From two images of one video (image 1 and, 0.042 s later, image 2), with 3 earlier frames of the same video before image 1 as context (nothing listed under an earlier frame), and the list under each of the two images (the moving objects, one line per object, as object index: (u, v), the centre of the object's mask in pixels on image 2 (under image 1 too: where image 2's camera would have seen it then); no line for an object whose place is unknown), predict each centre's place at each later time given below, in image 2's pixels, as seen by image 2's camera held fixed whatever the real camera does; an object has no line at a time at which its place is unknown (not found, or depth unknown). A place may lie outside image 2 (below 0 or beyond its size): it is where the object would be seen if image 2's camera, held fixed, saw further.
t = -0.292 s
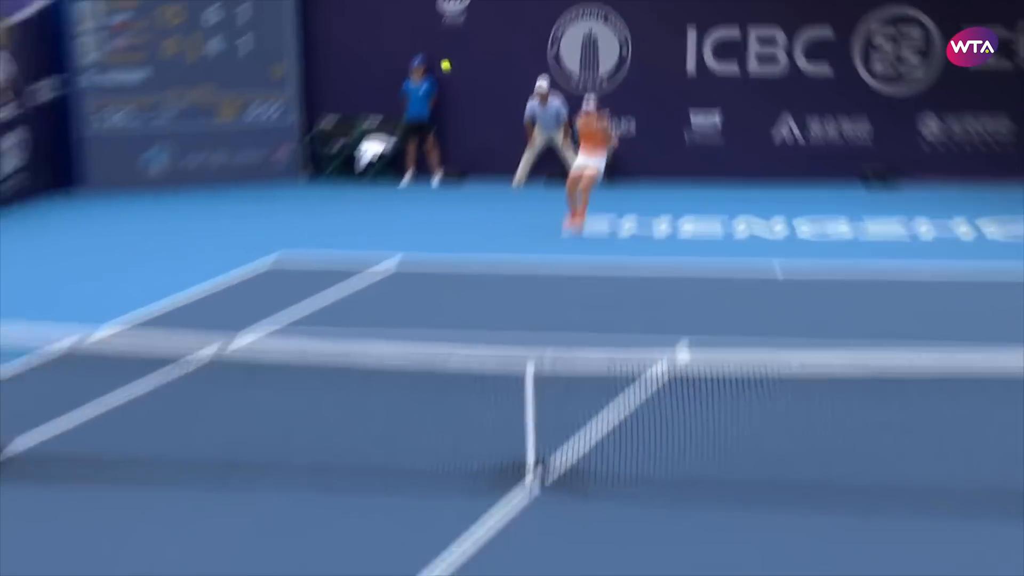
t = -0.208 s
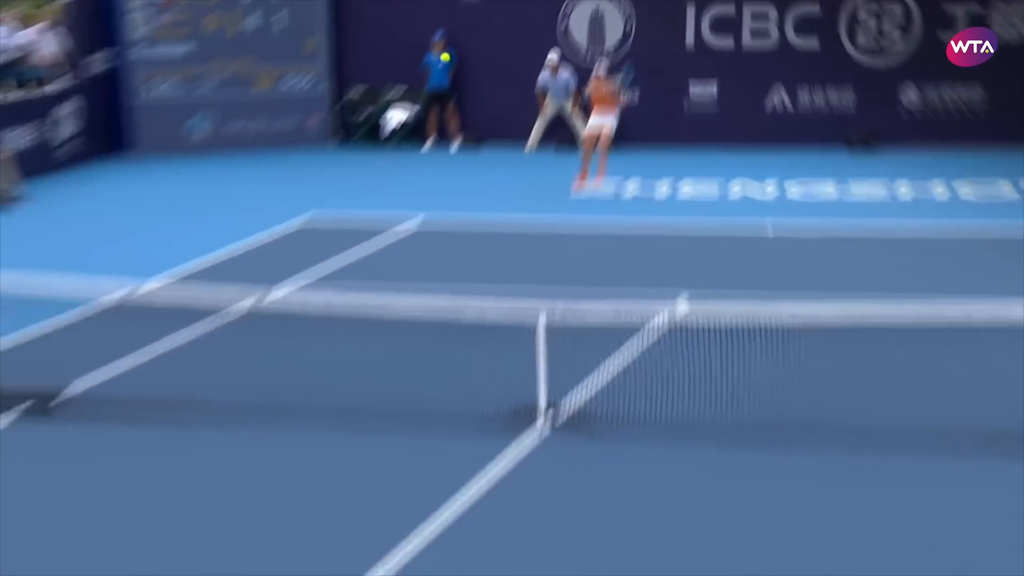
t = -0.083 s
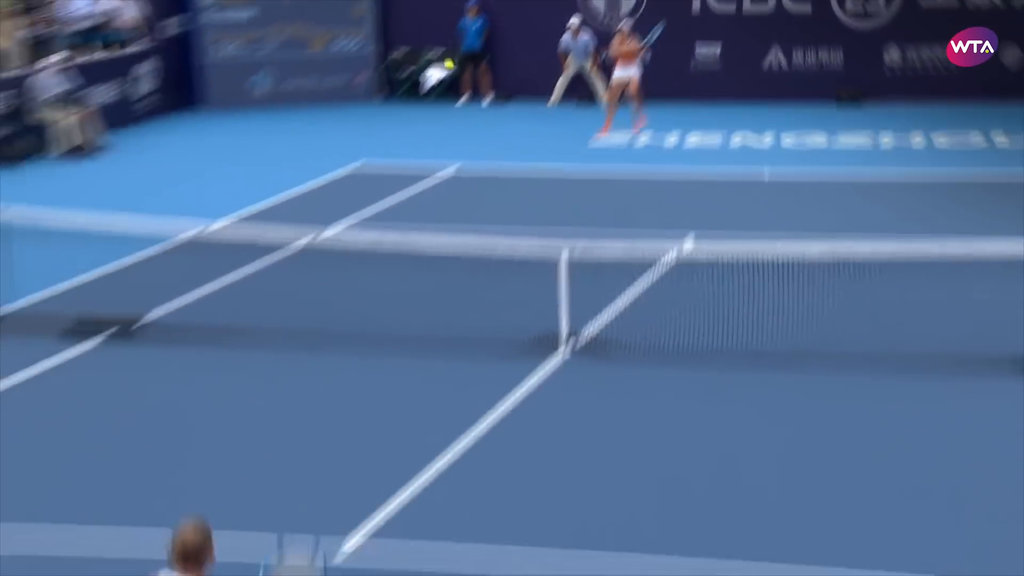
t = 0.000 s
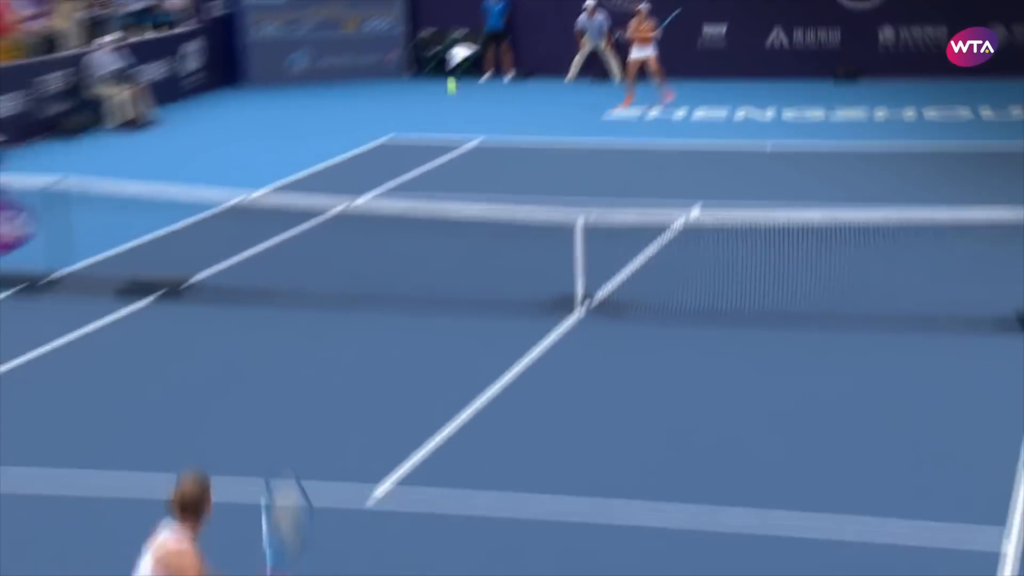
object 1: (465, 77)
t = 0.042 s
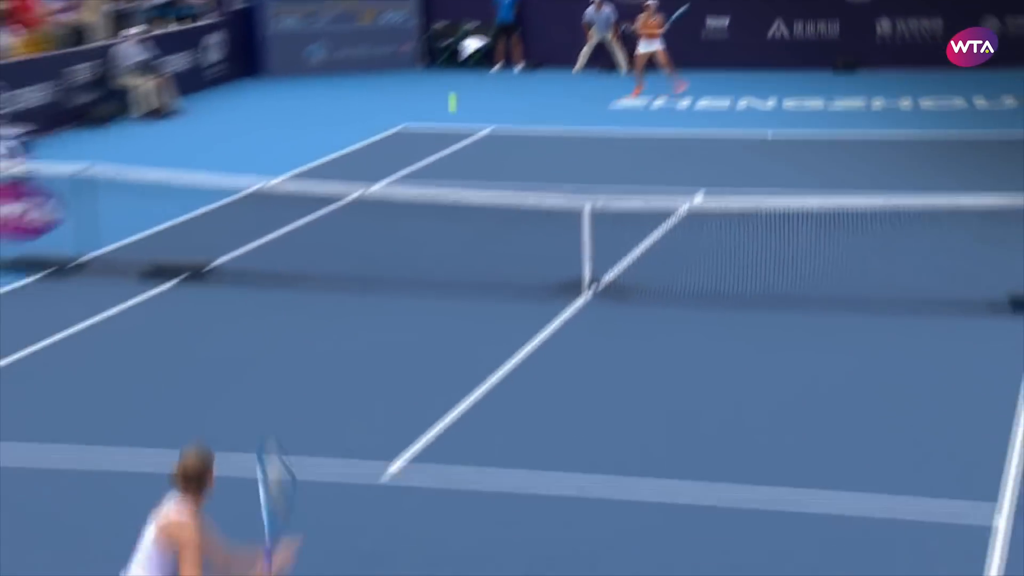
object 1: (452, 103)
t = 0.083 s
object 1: (439, 132)
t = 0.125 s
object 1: (426, 166)
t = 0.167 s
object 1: (412, 206)
